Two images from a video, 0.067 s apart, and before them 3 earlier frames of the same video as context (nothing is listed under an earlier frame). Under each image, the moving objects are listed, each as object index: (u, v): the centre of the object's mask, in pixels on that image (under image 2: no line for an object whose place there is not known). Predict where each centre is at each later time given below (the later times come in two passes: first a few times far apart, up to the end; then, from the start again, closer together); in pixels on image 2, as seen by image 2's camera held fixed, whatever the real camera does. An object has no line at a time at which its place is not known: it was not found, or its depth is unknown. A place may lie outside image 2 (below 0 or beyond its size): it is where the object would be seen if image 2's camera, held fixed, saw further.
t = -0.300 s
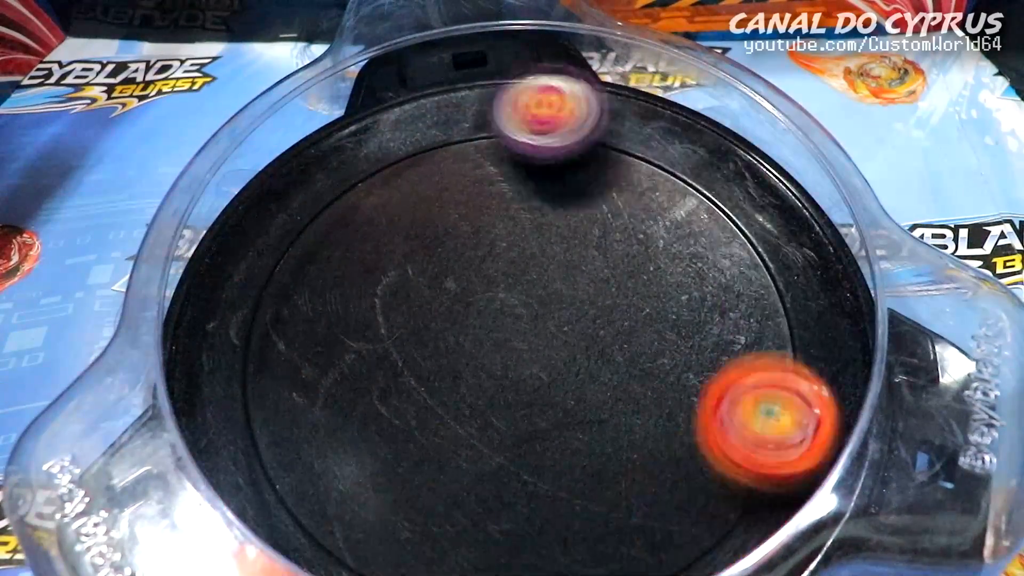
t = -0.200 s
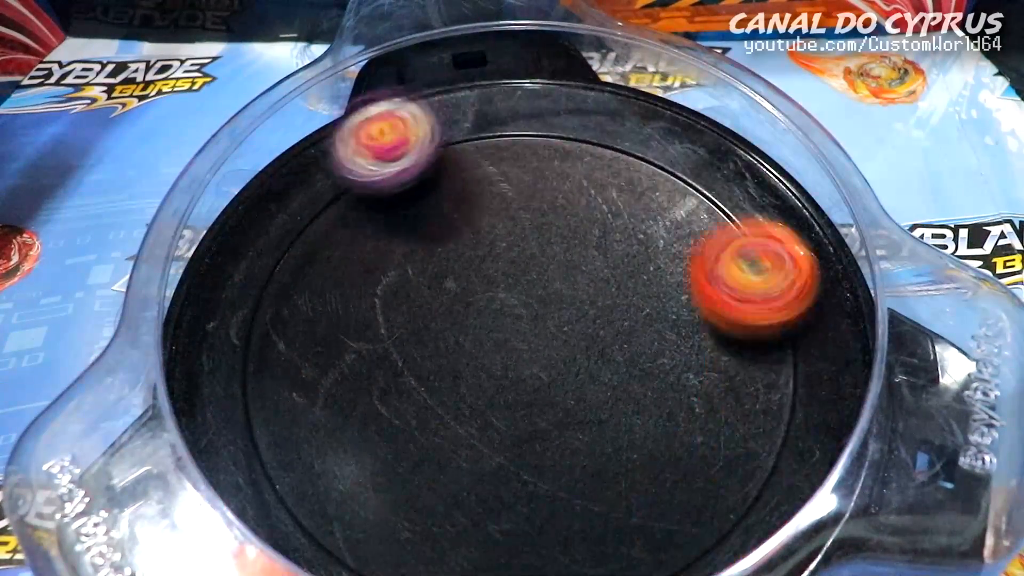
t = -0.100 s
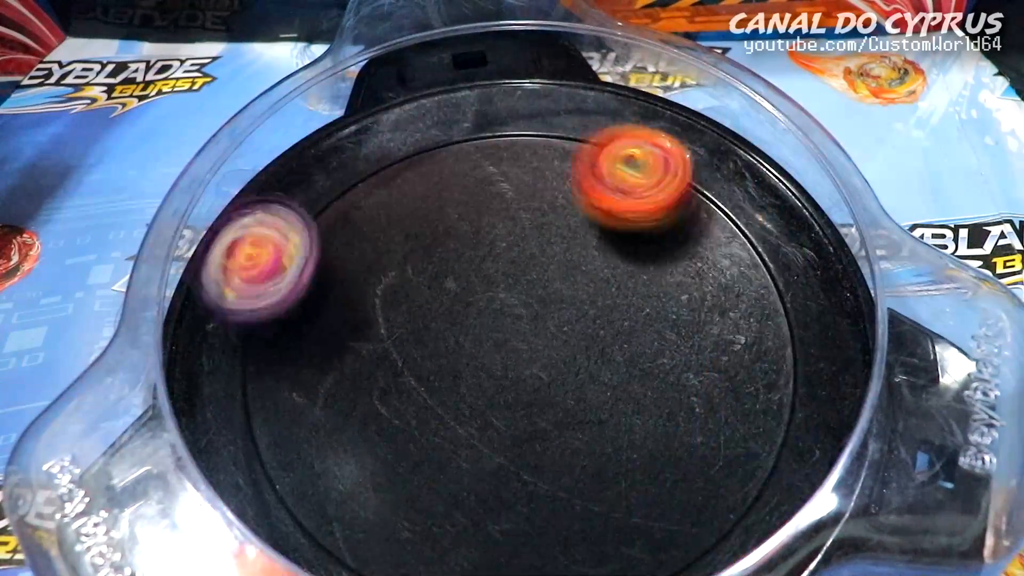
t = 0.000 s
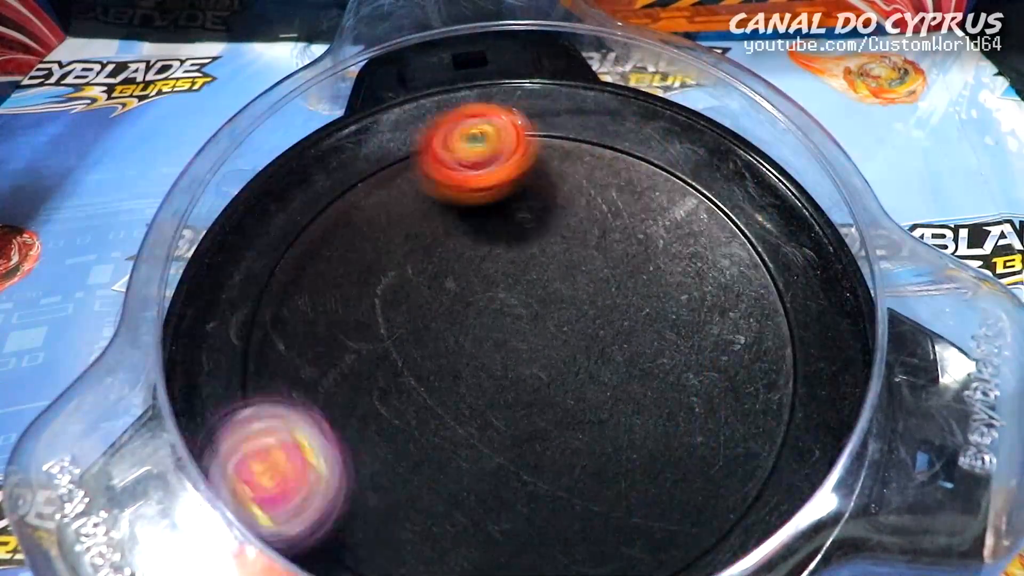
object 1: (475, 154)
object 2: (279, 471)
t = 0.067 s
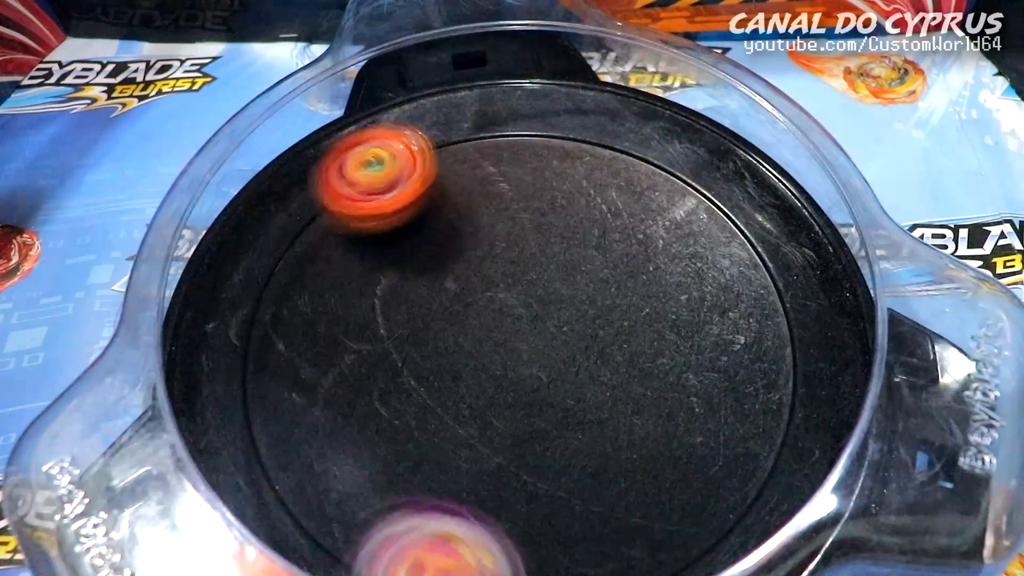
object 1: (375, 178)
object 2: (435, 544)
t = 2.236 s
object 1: (691, 517)
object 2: (660, 257)
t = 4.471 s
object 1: (710, 185)
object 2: (411, 282)
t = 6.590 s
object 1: (717, 210)
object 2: (381, 373)
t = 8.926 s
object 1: (551, 158)
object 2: (609, 410)
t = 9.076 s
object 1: (389, 201)
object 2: (622, 317)
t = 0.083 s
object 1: (348, 191)
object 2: (491, 547)
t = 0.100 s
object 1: (328, 204)
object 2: (549, 546)
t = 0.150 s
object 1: (263, 260)
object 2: (686, 520)
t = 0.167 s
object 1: (249, 280)
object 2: (721, 499)
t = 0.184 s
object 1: (245, 308)
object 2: (751, 467)
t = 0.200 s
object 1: (244, 337)
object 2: (775, 436)
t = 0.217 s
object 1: (246, 370)
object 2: (787, 403)
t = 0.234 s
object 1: (250, 398)
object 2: (795, 371)
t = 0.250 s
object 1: (261, 430)
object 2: (795, 339)
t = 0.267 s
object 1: (277, 457)
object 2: (790, 309)
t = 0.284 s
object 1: (304, 486)
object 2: (782, 280)
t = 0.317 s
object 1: (357, 520)
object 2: (756, 232)
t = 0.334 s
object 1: (388, 531)
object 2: (741, 211)
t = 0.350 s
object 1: (423, 536)
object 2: (724, 191)
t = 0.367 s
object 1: (464, 541)
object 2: (704, 174)
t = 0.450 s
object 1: (636, 526)
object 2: (590, 122)
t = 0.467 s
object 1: (665, 516)
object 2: (563, 116)
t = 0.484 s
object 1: (689, 502)
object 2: (539, 115)
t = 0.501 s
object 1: (709, 479)
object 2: (514, 117)
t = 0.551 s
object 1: (750, 404)
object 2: (437, 136)
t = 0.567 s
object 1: (756, 377)
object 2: (414, 144)
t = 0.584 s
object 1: (758, 353)
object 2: (389, 156)
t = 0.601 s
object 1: (757, 325)
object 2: (370, 172)
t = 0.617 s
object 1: (753, 298)
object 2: (348, 189)
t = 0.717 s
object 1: (670, 172)
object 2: (266, 326)
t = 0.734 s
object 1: (652, 157)
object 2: (262, 355)
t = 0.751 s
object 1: (630, 143)
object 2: (260, 385)
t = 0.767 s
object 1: (605, 131)
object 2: (263, 410)
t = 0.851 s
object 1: (481, 118)
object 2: (343, 517)
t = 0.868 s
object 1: (452, 123)
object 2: (367, 528)
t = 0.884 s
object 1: (429, 128)
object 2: (396, 537)
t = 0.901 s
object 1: (401, 138)
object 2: (429, 542)
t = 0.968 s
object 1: (312, 200)
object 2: (570, 543)
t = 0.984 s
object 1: (294, 220)
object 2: (605, 540)
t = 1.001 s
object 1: (275, 241)
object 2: (638, 535)
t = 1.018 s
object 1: (262, 264)
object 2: (666, 527)
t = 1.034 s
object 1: (255, 294)
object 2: (690, 517)
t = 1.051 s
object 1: (248, 321)
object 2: (712, 505)
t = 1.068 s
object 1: (247, 350)
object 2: (733, 485)
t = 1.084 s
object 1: (249, 381)
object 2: (751, 466)
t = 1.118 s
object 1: (267, 430)
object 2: (776, 422)
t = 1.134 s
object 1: (283, 459)
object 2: (783, 399)
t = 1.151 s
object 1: (303, 480)
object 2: (786, 379)
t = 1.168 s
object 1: (328, 501)
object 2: (786, 358)
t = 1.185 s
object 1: (354, 515)
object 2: (783, 338)
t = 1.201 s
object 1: (382, 522)
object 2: (778, 318)
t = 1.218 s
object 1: (416, 530)
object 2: (771, 300)
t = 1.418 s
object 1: (781, 409)
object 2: (554, 185)
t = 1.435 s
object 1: (792, 382)
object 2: (532, 186)
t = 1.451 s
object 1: (798, 356)
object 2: (510, 186)
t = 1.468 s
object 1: (795, 328)
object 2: (486, 190)
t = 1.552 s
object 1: (737, 205)
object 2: (384, 234)
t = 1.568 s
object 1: (715, 186)
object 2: (367, 246)
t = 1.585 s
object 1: (694, 170)
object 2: (350, 263)
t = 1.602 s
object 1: (672, 156)
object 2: (336, 281)
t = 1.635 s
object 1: (620, 131)
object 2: (314, 321)
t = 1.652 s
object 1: (595, 125)
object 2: (306, 341)
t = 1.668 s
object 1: (571, 119)
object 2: (301, 361)
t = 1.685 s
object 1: (542, 117)
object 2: (300, 382)
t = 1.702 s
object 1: (511, 117)
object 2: (302, 402)
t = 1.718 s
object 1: (486, 118)
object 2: (306, 421)
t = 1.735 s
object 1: (461, 121)
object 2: (313, 440)
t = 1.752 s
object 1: (434, 130)
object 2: (324, 459)
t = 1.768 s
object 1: (408, 138)
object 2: (336, 476)
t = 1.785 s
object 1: (387, 147)
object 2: (350, 492)
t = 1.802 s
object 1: (366, 159)
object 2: (367, 504)
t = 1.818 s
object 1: (341, 176)
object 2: (385, 513)
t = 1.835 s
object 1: (322, 190)
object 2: (405, 519)
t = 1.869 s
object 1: (292, 227)
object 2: (449, 525)
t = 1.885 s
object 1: (278, 249)
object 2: (474, 527)
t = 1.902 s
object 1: (269, 271)
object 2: (499, 527)
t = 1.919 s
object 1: (262, 294)
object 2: (524, 526)
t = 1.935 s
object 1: (256, 323)
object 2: (549, 524)
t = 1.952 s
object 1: (254, 347)
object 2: (574, 520)
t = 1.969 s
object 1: (257, 375)
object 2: (598, 514)
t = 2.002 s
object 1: (271, 433)
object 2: (643, 490)
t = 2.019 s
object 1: (284, 459)
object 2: (661, 473)
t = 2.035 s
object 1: (306, 486)
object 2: (677, 456)
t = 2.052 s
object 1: (327, 506)
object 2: (690, 437)
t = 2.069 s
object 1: (351, 520)
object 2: (700, 419)
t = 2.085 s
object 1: (378, 528)
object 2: (707, 400)
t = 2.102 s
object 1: (411, 538)
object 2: (710, 384)
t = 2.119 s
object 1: (447, 543)
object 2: (710, 364)
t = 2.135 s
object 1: (484, 545)
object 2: (709, 346)
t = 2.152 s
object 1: (521, 544)
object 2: (706, 329)
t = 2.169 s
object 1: (561, 542)
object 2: (700, 311)
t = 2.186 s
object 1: (598, 539)
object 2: (692, 297)
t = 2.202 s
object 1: (632, 535)
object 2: (682, 283)
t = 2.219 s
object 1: (664, 527)
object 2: (671, 269)
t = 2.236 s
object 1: (691, 517)
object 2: (660, 257)
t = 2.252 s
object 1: (714, 501)
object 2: (646, 248)
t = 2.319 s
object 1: (780, 406)
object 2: (578, 214)
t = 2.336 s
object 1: (786, 382)
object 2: (558, 208)
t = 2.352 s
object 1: (790, 358)
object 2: (540, 205)
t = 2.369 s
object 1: (790, 331)
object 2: (521, 201)
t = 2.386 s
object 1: (785, 306)
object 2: (500, 199)
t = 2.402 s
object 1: (778, 283)
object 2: (481, 201)
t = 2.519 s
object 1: (663, 158)
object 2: (359, 252)
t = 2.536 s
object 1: (640, 148)
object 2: (345, 265)
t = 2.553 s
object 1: (619, 140)
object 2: (334, 280)
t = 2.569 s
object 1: (594, 133)
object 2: (325, 297)
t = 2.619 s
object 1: (518, 127)
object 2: (310, 349)
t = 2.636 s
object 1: (494, 129)
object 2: (310, 366)
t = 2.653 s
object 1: (471, 132)
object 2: (313, 384)
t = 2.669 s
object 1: (445, 139)
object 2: (317, 401)
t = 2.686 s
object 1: (419, 147)
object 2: (324, 417)
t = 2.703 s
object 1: (396, 155)
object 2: (334, 433)
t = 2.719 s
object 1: (377, 165)
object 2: (348, 448)
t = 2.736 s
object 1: (355, 178)
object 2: (363, 462)
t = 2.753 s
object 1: (334, 195)
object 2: (380, 474)
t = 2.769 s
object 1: (312, 211)
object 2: (398, 484)
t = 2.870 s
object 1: (243, 336)
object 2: (531, 499)
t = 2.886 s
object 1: (241, 360)
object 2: (555, 493)
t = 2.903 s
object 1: (242, 388)
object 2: (579, 485)
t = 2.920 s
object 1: (249, 416)
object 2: (600, 474)
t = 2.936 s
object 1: (261, 438)
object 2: (621, 461)
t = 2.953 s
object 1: (278, 460)
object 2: (635, 447)
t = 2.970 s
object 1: (298, 482)
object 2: (650, 433)
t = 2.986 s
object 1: (318, 503)
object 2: (661, 419)
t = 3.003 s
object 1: (342, 518)
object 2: (670, 402)
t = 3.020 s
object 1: (368, 528)
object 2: (677, 387)
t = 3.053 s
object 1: (432, 538)
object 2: (685, 356)
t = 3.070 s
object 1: (466, 542)
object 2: (686, 339)
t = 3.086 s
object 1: (503, 544)
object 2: (683, 324)
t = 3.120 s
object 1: (573, 540)
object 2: (680, 297)
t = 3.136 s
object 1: (606, 537)
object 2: (675, 283)
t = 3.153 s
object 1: (637, 532)
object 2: (668, 269)
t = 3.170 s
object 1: (665, 524)
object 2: (659, 256)
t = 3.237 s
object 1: (751, 460)
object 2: (614, 217)
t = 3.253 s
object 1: (762, 437)
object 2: (599, 209)
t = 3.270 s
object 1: (772, 414)
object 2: (584, 203)
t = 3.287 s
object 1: (777, 390)
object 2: (567, 200)
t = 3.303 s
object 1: (781, 367)
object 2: (552, 195)
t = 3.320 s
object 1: (781, 344)
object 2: (534, 190)
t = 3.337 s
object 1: (780, 322)
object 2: (519, 189)
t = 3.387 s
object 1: (756, 258)
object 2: (467, 194)
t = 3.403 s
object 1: (743, 239)
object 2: (451, 198)
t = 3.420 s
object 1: (728, 220)
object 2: (437, 203)
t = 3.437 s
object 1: (711, 203)
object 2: (423, 211)
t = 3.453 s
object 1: (694, 188)
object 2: (411, 222)
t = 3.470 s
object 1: (675, 175)
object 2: (397, 232)
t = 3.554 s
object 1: (569, 132)
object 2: (362, 303)
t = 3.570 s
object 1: (544, 128)
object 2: (360, 319)
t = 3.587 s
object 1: (519, 127)
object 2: (361, 336)
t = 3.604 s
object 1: (495, 127)
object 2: (363, 353)
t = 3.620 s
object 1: (472, 128)
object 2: (367, 369)
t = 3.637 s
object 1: (451, 132)
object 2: (375, 385)
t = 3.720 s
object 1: (340, 179)
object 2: (437, 448)
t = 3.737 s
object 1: (321, 193)
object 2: (455, 457)
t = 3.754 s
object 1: (305, 207)
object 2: (473, 463)
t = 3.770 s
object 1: (290, 224)
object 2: (493, 467)
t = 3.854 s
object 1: (241, 336)
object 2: (594, 455)
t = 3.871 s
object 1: (240, 358)
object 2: (610, 446)
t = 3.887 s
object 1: (243, 383)
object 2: (625, 437)
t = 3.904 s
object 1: (250, 406)
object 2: (640, 427)
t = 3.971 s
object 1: (310, 498)
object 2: (679, 377)
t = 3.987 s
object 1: (332, 512)
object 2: (686, 364)
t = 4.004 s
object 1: (356, 522)
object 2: (690, 350)
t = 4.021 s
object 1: (383, 529)
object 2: (691, 337)
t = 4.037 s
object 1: (412, 535)
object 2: (692, 323)
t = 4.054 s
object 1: (443, 538)
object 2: (693, 310)
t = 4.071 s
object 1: (477, 542)
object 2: (690, 296)
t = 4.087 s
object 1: (510, 543)
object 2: (686, 283)
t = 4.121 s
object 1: (575, 542)
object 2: (675, 259)
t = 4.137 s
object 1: (607, 538)
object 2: (666, 245)
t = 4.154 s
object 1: (637, 534)
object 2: (656, 237)
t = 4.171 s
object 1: (663, 527)
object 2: (645, 230)
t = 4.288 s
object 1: (786, 399)
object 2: (542, 203)
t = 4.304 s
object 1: (790, 376)
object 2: (527, 204)
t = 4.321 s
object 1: (793, 353)
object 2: (512, 207)
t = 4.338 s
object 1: (792, 330)
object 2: (495, 211)
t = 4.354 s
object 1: (790, 309)
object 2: (479, 215)
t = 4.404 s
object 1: (767, 248)
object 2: (443, 238)
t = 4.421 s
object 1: (756, 231)
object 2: (433, 247)
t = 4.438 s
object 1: (741, 213)
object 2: (425, 257)
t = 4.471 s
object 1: (710, 185)
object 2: (411, 282)
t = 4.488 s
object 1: (693, 173)
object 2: (406, 295)
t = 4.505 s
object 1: (674, 162)
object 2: (403, 307)
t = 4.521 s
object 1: (655, 153)
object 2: (399, 322)
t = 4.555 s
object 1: (615, 138)
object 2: (397, 352)
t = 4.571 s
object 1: (592, 133)
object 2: (398, 366)
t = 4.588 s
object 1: (571, 130)
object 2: (401, 381)
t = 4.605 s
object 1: (548, 128)
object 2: (405, 396)
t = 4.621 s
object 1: (524, 128)
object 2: (412, 410)
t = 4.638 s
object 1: (500, 129)
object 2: (422, 422)
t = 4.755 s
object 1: (349, 187)
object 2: (523, 478)
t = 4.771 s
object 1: (332, 200)
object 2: (541, 479)
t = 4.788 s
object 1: (315, 216)
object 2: (559, 478)
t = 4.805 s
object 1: (302, 233)
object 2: (576, 475)
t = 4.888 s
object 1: (259, 344)
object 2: (652, 435)
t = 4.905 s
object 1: (258, 369)
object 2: (661, 424)
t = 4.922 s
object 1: (259, 393)
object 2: (671, 413)
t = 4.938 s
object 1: (264, 418)
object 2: (678, 399)
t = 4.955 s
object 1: (271, 442)
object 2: (683, 387)
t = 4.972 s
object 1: (283, 466)
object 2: (688, 373)
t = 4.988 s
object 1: (299, 484)
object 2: (689, 359)
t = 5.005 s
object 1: (317, 502)
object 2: (688, 345)
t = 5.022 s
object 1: (336, 514)
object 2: (689, 331)
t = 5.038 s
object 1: (357, 524)
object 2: (686, 317)
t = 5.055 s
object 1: (383, 531)
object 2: (680, 304)
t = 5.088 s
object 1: (441, 540)
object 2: (665, 281)
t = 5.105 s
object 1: (472, 543)
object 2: (657, 270)
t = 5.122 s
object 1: (505, 543)
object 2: (647, 259)
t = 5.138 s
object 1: (538, 543)
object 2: (633, 250)
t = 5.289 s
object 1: (756, 452)
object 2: (506, 228)
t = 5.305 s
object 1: (769, 432)
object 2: (494, 230)
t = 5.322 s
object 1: (777, 409)
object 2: (479, 235)
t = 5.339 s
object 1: (783, 388)
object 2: (466, 239)
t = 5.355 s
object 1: (784, 366)
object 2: (455, 245)
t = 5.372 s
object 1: (784, 345)
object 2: (443, 252)
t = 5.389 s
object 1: (781, 324)
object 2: (432, 259)
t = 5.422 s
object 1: (770, 286)
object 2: (413, 277)
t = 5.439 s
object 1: (763, 267)
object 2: (406, 285)
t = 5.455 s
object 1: (752, 251)
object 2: (398, 295)
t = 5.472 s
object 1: (741, 234)
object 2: (393, 306)
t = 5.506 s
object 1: (711, 205)
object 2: (383, 330)
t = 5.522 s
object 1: (695, 192)
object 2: (380, 343)
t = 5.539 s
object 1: (679, 180)
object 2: (378, 354)
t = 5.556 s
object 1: (662, 170)
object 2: (379, 367)
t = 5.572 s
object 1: (644, 160)
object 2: (380, 381)
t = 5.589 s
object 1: (625, 153)
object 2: (383, 394)
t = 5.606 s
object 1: (604, 145)
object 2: (388, 406)
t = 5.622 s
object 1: (585, 140)
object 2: (396, 420)
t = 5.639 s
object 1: (564, 135)
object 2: (405, 430)
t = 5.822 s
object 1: (344, 193)
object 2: (581, 456)
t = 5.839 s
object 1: (328, 208)
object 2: (595, 448)
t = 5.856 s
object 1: (314, 223)
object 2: (608, 438)
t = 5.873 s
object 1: (301, 240)
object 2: (621, 427)
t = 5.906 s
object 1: (279, 277)
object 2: (640, 402)
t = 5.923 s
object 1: (272, 297)
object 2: (645, 389)
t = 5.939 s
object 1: (266, 319)
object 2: (651, 376)
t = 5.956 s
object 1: (264, 341)
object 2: (654, 362)
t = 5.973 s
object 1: (263, 363)
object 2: (656, 349)
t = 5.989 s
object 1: (266, 386)
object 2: (657, 336)
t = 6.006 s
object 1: (272, 409)
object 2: (653, 321)
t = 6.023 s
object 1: (282, 431)
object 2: (652, 308)
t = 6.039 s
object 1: (292, 453)
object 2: (647, 296)
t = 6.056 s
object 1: (308, 473)
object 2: (641, 284)
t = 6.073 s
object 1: (324, 492)
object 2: (633, 273)
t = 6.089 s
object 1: (345, 506)
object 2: (625, 263)
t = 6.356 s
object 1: (746, 465)
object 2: (435, 231)
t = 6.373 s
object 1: (759, 445)
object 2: (425, 236)
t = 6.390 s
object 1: (769, 427)
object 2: (414, 244)
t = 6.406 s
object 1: (774, 406)
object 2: (406, 251)
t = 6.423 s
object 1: (781, 387)
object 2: (397, 259)
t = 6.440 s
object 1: (782, 367)
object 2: (389, 267)
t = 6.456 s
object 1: (784, 347)
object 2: (384, 278)
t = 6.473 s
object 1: (781, 328)
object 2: (378, 288)
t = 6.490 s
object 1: (779, 308)
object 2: (374, 300)
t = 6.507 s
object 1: (772, 290)
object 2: (371, 312)
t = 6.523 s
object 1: (765, 272)
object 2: (371, 324)
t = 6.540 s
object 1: (756, 256)
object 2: (370, 337)
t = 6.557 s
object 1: (744, 238)
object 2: (372, 350)
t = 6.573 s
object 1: (732, 224)
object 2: (375, 362)
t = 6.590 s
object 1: (717, 210)
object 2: (381, 373)
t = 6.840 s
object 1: (425, 162)
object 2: (593, 424)
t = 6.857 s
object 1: (406, 171)
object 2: (606, 416)
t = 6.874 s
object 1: (386, 182)
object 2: (617, 408)
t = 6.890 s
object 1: (368, 193)
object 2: (630, 398)
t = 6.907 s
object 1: (351, 206)
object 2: (636, 386)
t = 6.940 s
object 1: (323, 235)
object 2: (649, 365)
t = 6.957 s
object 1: (311, 250)
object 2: (655, 353)
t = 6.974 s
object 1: (301, 269)
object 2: (656, 341)
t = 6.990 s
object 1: (291, 286)
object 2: (660, 329)
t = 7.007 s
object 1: (285, 305)
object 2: (658, 315)
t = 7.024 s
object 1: (278, 325)
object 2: (658, 304)
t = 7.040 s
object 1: (275, 346)
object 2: (653, 293)
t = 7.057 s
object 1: (273, 366)
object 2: (651, 280)
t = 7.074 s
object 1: (275, 387)
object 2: (645, 271)
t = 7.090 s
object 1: (278, 408)
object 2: (641, 260)
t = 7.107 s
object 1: (285, 429)
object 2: (631, 252)
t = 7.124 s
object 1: (294, 452)
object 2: (624, 243)
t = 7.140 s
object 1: (308, 471)
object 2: (612, 237)
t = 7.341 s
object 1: (599, 529)
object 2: (466, 229)
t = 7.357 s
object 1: (623, 525)
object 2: (455, 235)
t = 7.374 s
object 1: (649, 520)
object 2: (443, 243)
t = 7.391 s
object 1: (671, 511)
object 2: (434, 250)
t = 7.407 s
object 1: (693, 498)
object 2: (424, 259)
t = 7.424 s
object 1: (711, 482)
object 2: (417, 268)
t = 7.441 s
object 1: (724, 462)
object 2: (409, 279)
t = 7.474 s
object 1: (744, 424)
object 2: (399, 301)
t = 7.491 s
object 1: (753, 405)
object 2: (396, 313)
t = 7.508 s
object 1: (757, 386)
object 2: (393, 326)
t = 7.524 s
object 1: (761, 366)
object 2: (393, 338)
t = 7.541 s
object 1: (760, 346)
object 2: (394, 351)
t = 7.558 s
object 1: (758, 327)
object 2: (397, 361)
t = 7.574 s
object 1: (755, 308)
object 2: (400, 374)
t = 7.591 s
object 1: (748, 289)
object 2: (405, 384)
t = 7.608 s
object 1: (740, 273)
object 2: (412, 397)
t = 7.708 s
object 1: (664, 188)
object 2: (477, 442)
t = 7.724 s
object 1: (648, 179)
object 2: (490, 446)
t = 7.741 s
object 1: (630, 171)
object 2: (506, 449)
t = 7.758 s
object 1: (613, 163)
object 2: (518, 449)
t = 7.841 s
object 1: (517, 146)
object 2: (586, 440)
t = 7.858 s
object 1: (495, 147)
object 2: (599, 434)
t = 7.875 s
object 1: (476, 149)
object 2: (608, 427)
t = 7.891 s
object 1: (456, 154)
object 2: (618, 419)
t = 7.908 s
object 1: (438, 158)
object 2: (627, 411)
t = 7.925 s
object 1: (421, 165)
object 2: (636, 402)
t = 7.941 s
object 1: (403, 171)
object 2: (640, 392)
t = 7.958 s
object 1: (386, 180)
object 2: (645, 383)
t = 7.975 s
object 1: (368, 190)
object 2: (651, 371)
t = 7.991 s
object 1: (353, 202)
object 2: (652, 360)
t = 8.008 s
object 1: (337, 217)
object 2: (654, 349)
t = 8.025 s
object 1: (324, 231)
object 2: (652, 337)
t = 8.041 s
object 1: (312, 248)
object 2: (652, 327)
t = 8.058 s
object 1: (302, 264)
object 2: (647, 317)
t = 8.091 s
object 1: (289, 298)
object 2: (638, 296)
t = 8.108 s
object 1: (285, 316)
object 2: (628, 287)
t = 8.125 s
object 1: (280, 336)
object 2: (622, 278)
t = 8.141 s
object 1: (279, 355)
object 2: (610, 271)
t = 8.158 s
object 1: (280, 377)
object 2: (600, 264)
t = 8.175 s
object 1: (284, 398)
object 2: (590, 259)
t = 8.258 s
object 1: (346, 490)
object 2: (528, 248)
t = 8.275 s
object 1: (364, 503)
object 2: (516, 248)
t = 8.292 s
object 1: (387, 511)
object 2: (503, 249)
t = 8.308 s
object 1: (409, 518)
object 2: (489, 251)
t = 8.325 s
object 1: (431, 523)
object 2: (480, 254)
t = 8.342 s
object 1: (456, 527)
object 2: (465, 260)
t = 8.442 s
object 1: (611, 520)
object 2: (413, 299)
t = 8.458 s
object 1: (634, 517)
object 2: (405, 310)
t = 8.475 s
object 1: (656, 510)
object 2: (400, 318)
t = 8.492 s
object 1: (679, 499)
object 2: (397, 329)
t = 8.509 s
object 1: (697, 484)
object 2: (392, 338)
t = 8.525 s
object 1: (710, 467)
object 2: (391, 349)
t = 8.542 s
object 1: (724, 451)
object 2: (389, 360)
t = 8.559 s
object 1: (734, 434)
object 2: (391, 370)
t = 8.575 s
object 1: (745, 417)
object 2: (391, 382)
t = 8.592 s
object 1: (752, 399)
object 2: (394, 391)
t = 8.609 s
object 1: (756, 379)
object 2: (400, 402)
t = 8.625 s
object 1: (758, 362)
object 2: (405, 410)
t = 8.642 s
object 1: (757, 343)
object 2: (413, 420)
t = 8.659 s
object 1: (757, 326)
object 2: (421, 428)
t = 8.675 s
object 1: (754, 308)
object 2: (431, 435)
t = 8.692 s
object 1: (750, 291)
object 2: (442, 441)
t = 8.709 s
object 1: (743, 275)
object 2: (453, 446)
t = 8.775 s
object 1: (700, 219)
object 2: (506, 456)
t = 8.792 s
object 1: (686, 208)
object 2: (518, 455)
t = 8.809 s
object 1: (671, 197)
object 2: (532, 454)
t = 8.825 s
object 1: (656, 188)
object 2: (546, 450)
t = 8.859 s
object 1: (622, 173)
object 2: (570, 440)
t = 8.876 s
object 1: (606, 169)
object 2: (581, 434)
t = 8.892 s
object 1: (588, 163)
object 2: (592, 427)
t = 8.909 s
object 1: (571, 160)
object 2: (601, 418)
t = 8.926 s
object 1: (551, 158)
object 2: (609, 410)
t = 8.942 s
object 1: (531, 157)
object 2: (616, 400)
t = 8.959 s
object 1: (512, 159)
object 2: (620, 390)
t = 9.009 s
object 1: (458, 168)
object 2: (628, 359)
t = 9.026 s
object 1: (441, 173)
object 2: (629, 348)
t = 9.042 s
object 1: (421, 182)
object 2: (629, 338)
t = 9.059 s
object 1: (405, 191)
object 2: (626, 327)
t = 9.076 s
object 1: (389, 201)
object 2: (622, 317)
